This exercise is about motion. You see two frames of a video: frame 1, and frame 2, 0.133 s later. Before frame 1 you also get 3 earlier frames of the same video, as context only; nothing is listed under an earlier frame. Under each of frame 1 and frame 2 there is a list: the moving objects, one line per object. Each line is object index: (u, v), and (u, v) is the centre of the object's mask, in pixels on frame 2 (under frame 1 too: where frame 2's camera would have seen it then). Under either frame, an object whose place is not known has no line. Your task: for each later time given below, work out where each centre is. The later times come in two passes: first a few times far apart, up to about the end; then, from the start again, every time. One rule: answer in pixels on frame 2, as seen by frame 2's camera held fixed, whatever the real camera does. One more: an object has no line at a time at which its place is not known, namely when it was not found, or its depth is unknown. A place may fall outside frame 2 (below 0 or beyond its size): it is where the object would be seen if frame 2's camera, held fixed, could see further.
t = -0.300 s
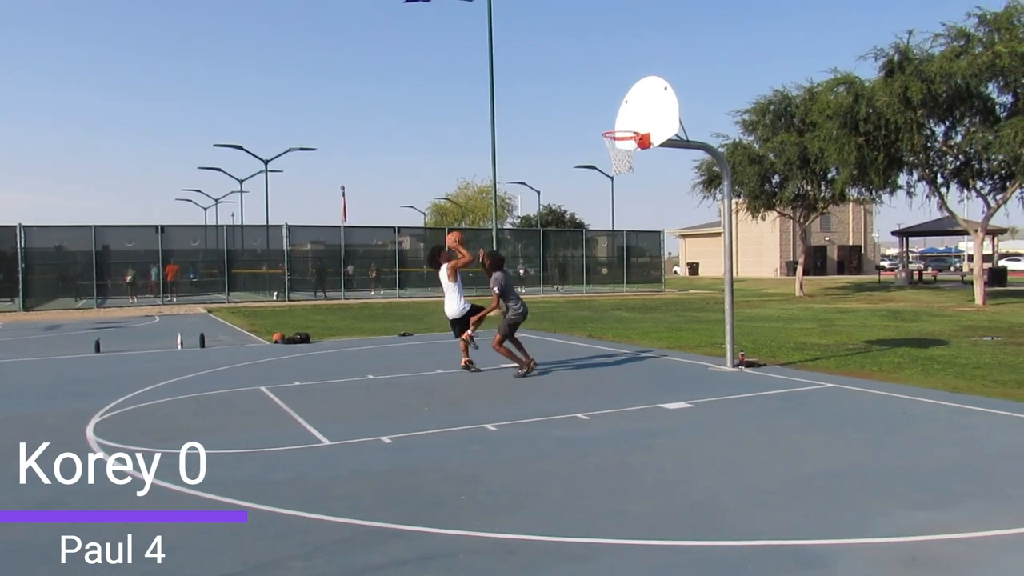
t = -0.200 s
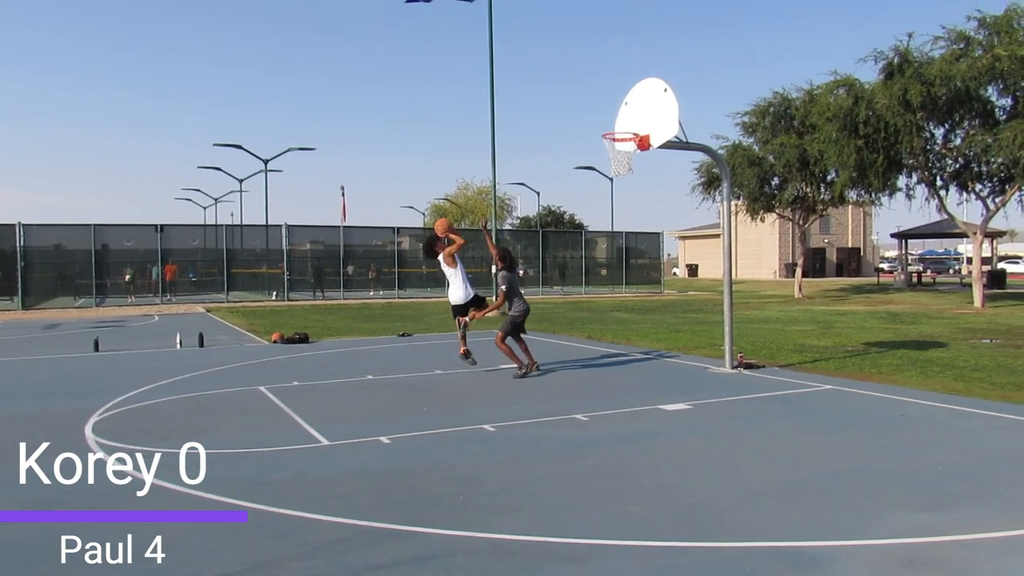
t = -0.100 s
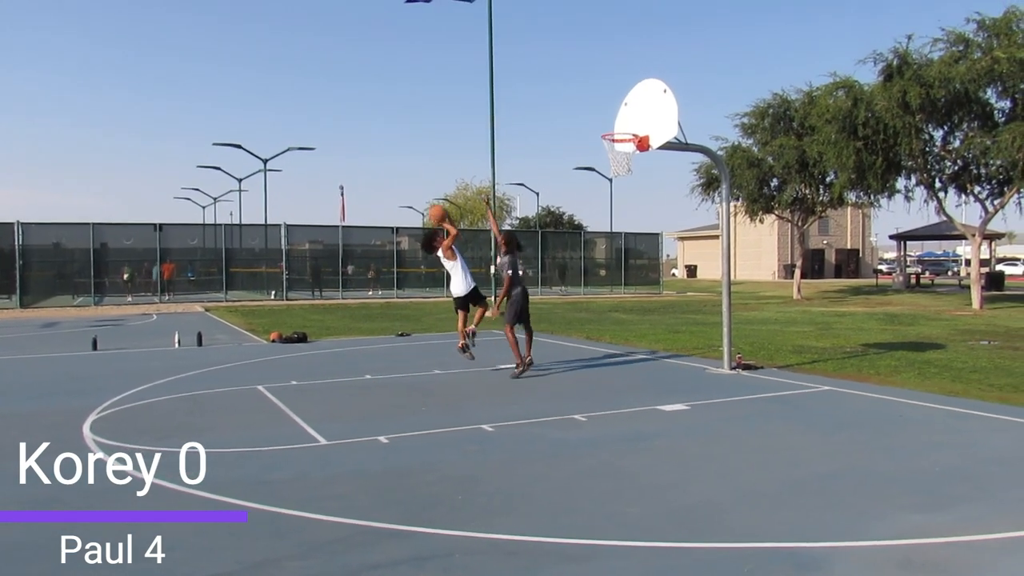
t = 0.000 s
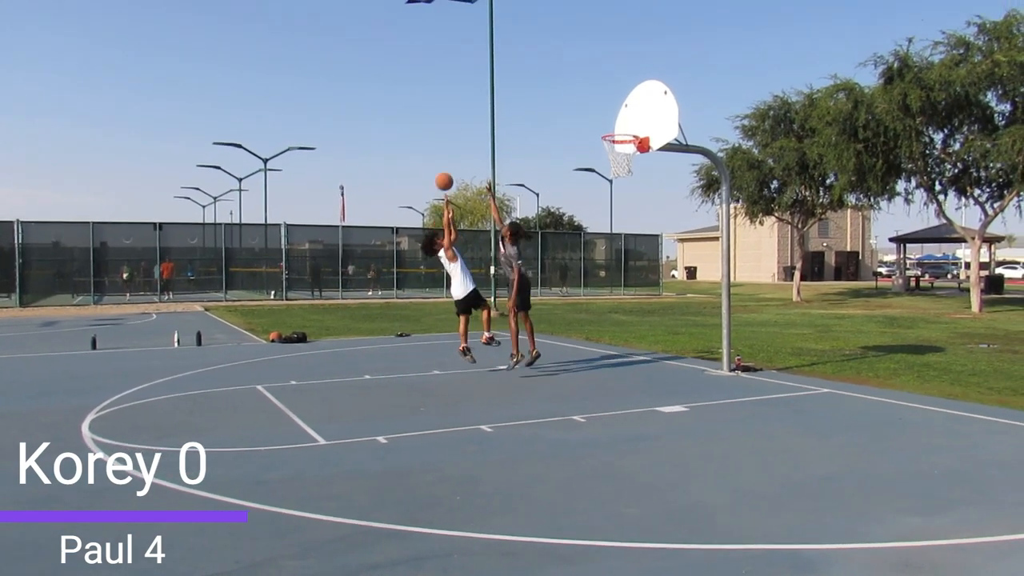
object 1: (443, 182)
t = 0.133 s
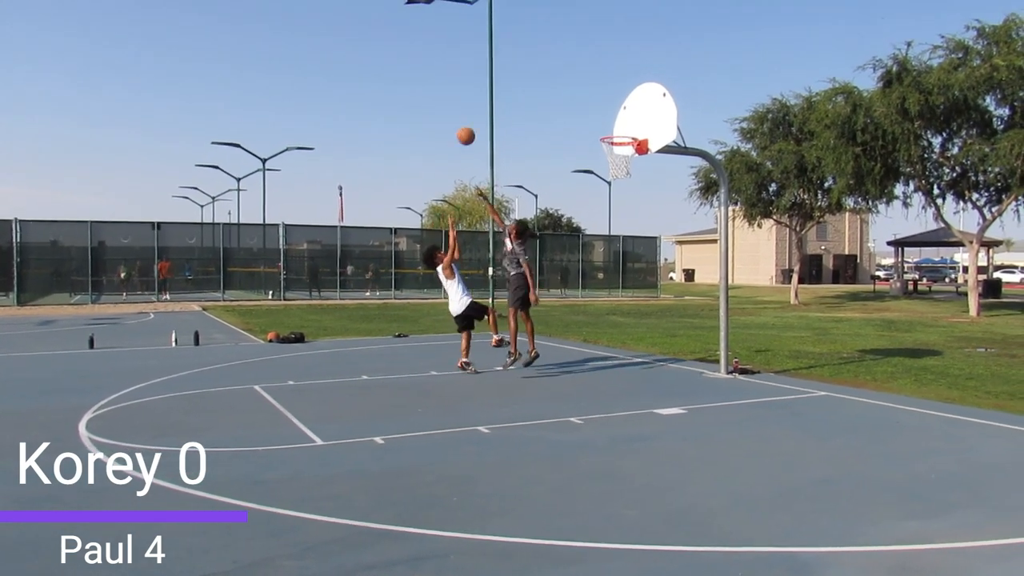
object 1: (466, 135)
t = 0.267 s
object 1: (489, 102)
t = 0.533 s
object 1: (536, 73)
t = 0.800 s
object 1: (585, 99)
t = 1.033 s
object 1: (611, 119)
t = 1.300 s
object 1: (625, 131)
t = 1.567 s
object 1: (639, 181)
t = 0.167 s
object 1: (471, 126)
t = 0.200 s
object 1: (477, 117)
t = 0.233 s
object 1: (482, 109)
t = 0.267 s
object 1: (489, 102)
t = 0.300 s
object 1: (495, 95)
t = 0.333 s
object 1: (500, 90)
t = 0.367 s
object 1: (506, 85)
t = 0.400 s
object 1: (512, 81)
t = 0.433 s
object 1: (518, 77)
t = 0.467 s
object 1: (524, 75)
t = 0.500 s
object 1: (530, 74)
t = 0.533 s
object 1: (536, 73)
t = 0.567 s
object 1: (542, 73)
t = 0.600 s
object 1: (548, 74)
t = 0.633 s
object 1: (554, 76)
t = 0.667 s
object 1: (560, 79)
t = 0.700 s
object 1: (567, 82)
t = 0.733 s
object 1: (572, 87)
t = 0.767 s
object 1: (579, 93)
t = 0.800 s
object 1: (585, 99)
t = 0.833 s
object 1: (591, 106)
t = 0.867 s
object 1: (597, 114)
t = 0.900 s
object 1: (603, 123)
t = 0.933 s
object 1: (607, 127)
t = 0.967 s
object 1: (609, 123)
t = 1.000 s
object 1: (610, 121)
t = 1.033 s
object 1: (611, 119)
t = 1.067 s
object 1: (613, 119)
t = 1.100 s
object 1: (614, 119)
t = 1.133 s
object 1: (616, 120)
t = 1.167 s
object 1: (618, 122)
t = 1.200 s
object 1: (619, 125)
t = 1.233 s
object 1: (621, 128)
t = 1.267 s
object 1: (623, 129)
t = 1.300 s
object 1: (625, 131)
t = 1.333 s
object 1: (626, 134)
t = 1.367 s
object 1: (629, 138)
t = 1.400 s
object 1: (630, 143)
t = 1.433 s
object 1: (632, 148)
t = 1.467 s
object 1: (634, 155)
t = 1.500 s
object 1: (635, 163)
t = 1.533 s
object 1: (637, 171)
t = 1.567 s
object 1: (639, 181)
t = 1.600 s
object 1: (641, 192)
